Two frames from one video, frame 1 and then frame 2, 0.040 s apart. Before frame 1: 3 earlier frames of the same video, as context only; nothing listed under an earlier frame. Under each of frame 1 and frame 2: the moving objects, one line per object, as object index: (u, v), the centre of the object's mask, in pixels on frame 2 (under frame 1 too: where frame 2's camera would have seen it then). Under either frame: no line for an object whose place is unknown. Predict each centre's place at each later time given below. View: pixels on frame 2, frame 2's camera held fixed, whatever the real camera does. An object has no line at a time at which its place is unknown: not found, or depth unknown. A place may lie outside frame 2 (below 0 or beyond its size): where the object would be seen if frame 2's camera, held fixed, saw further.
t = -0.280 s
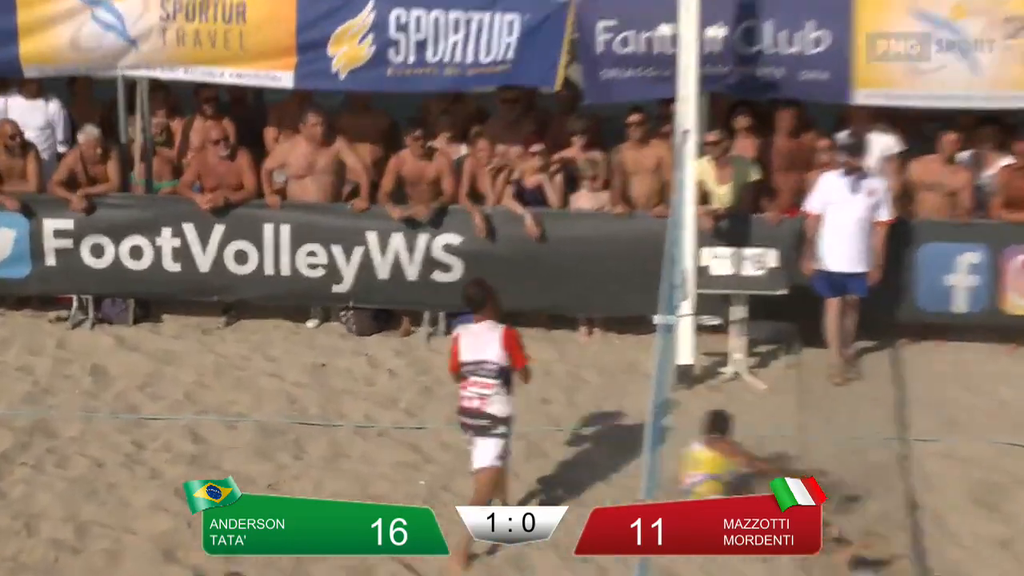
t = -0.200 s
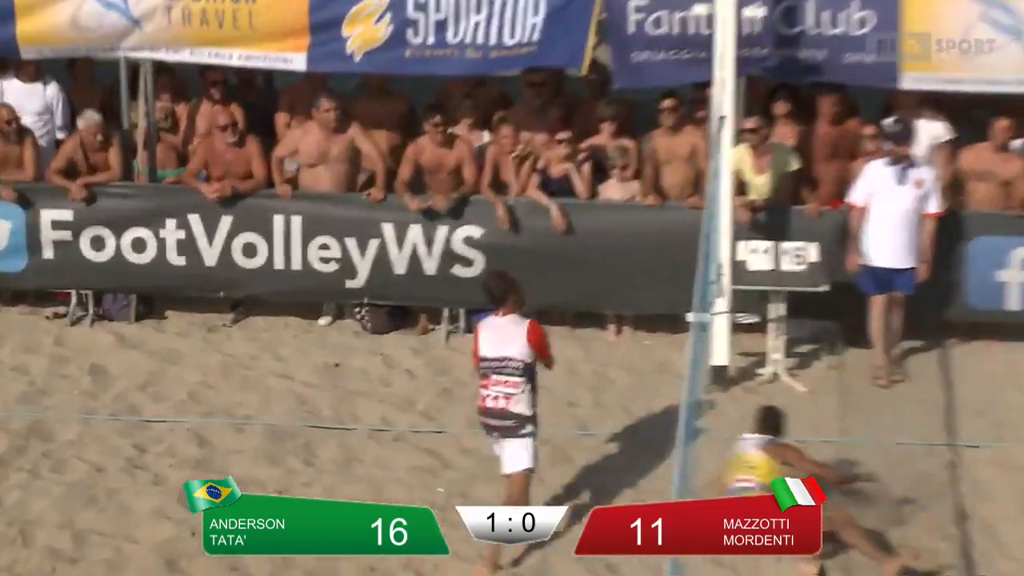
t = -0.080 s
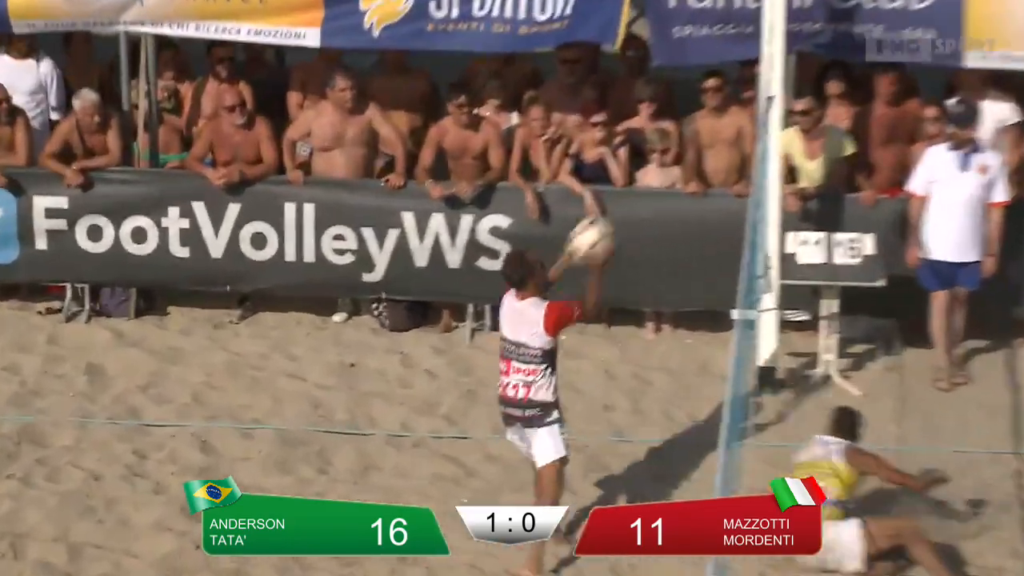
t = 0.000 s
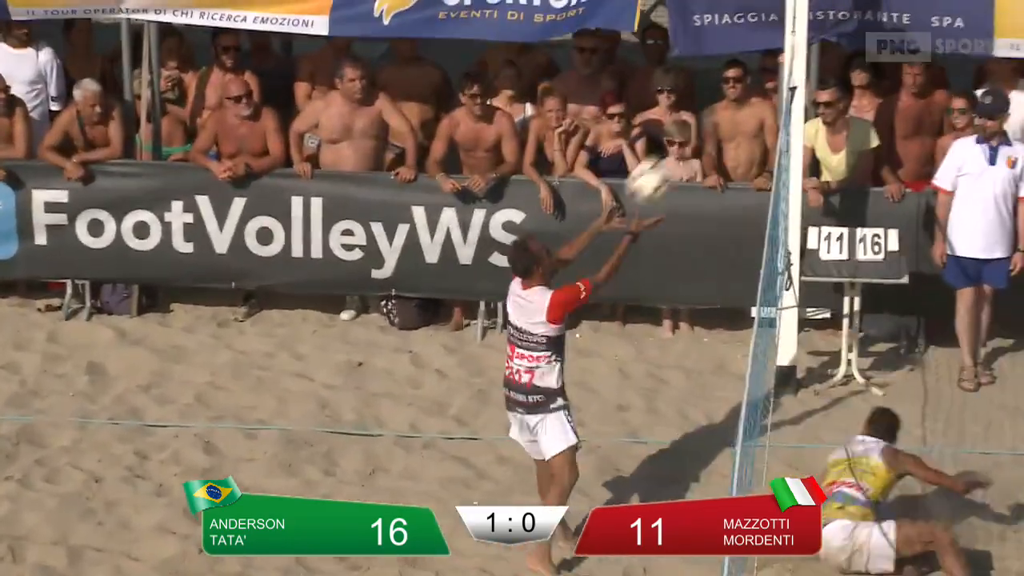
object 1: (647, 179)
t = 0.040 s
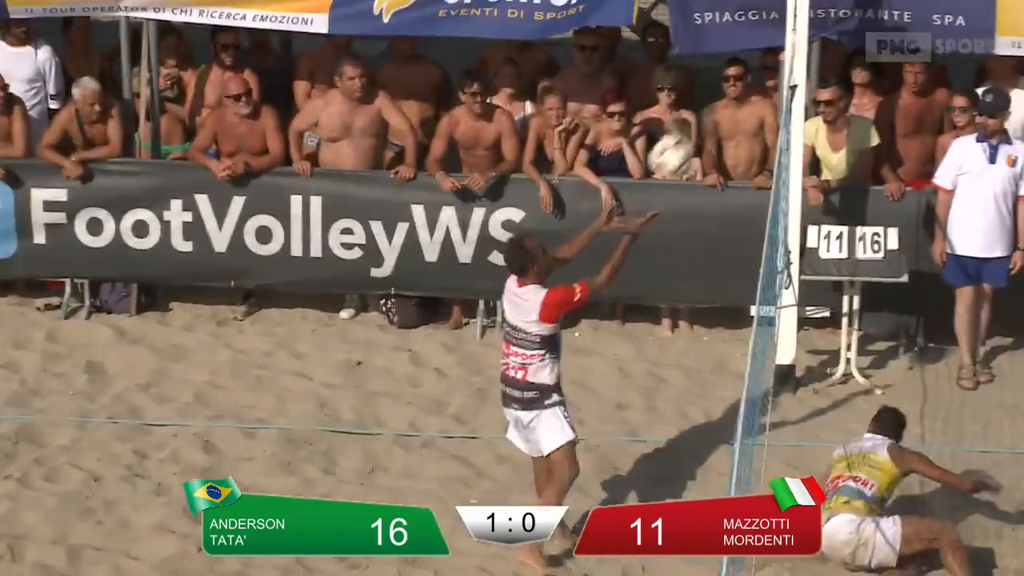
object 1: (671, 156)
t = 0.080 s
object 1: (691, 134)
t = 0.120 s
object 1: (714, 118)
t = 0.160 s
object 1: (737, 102)
